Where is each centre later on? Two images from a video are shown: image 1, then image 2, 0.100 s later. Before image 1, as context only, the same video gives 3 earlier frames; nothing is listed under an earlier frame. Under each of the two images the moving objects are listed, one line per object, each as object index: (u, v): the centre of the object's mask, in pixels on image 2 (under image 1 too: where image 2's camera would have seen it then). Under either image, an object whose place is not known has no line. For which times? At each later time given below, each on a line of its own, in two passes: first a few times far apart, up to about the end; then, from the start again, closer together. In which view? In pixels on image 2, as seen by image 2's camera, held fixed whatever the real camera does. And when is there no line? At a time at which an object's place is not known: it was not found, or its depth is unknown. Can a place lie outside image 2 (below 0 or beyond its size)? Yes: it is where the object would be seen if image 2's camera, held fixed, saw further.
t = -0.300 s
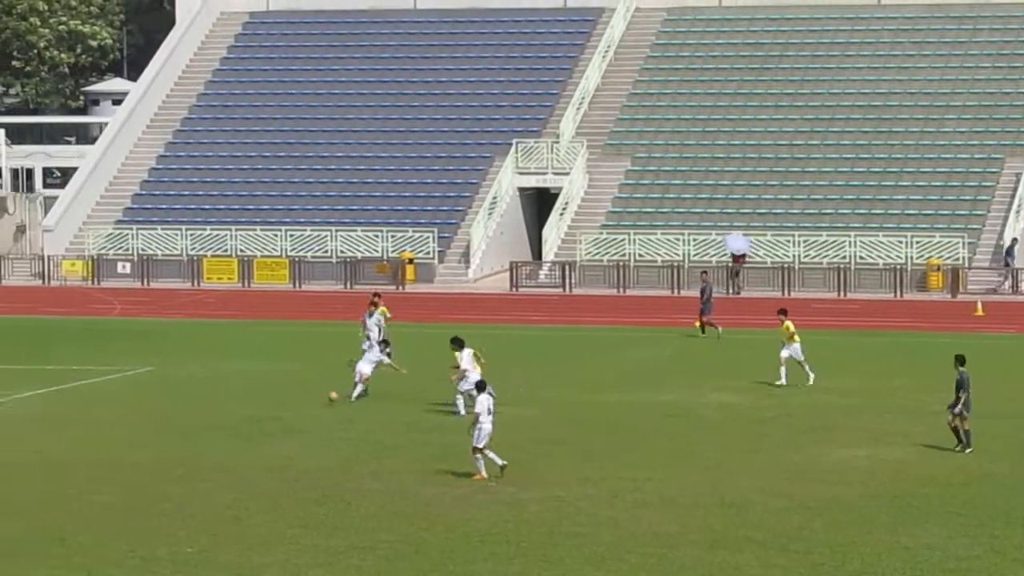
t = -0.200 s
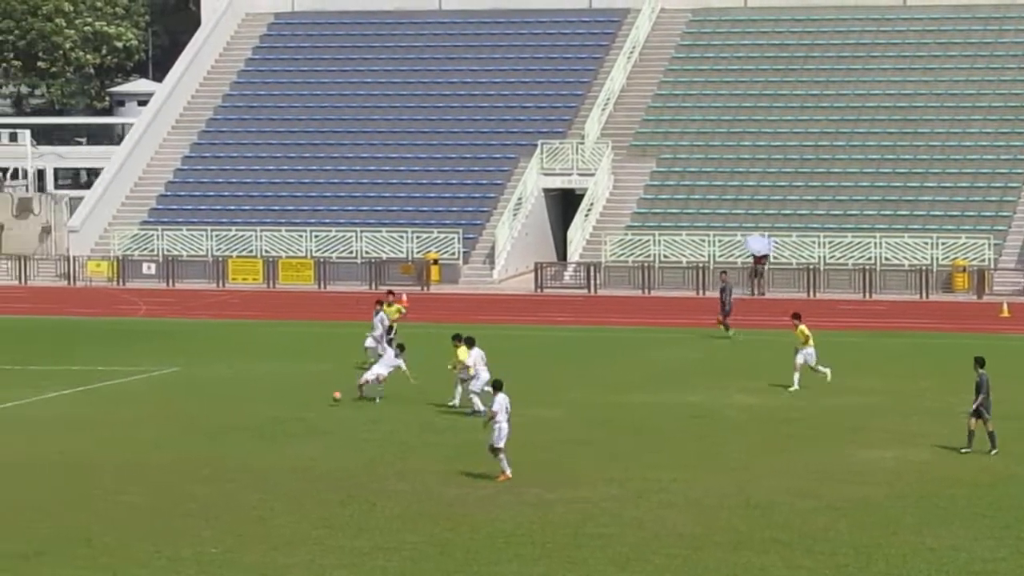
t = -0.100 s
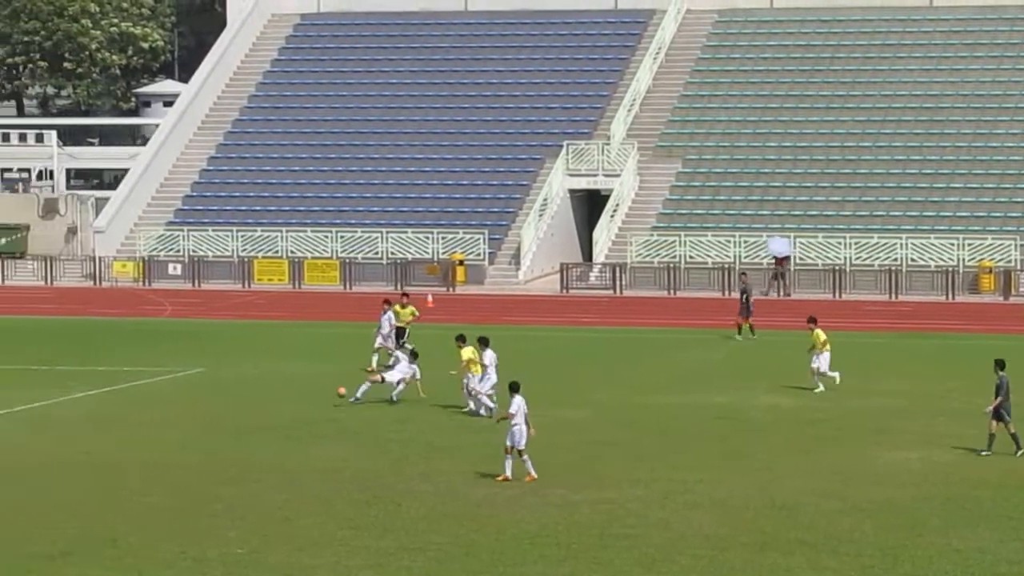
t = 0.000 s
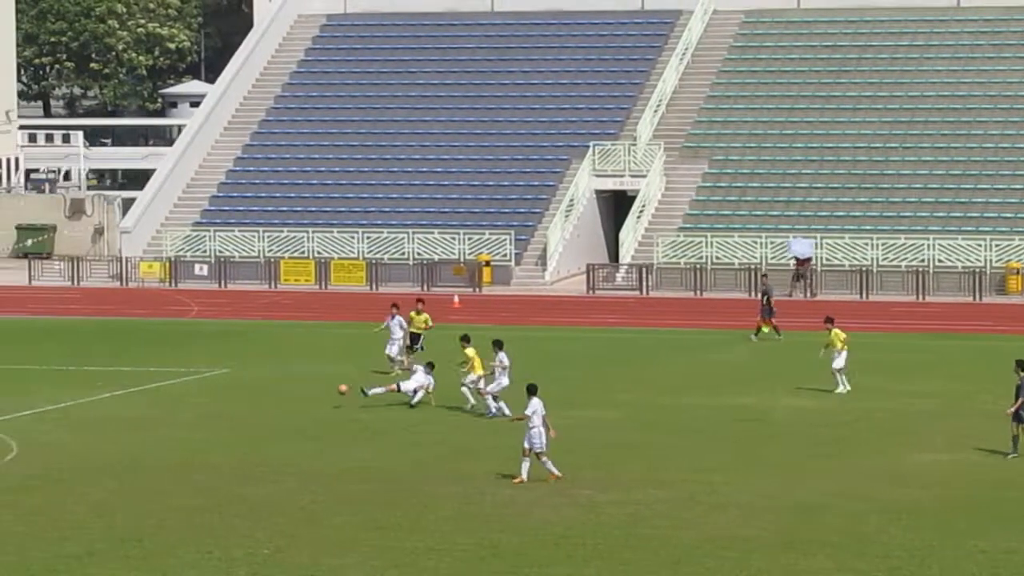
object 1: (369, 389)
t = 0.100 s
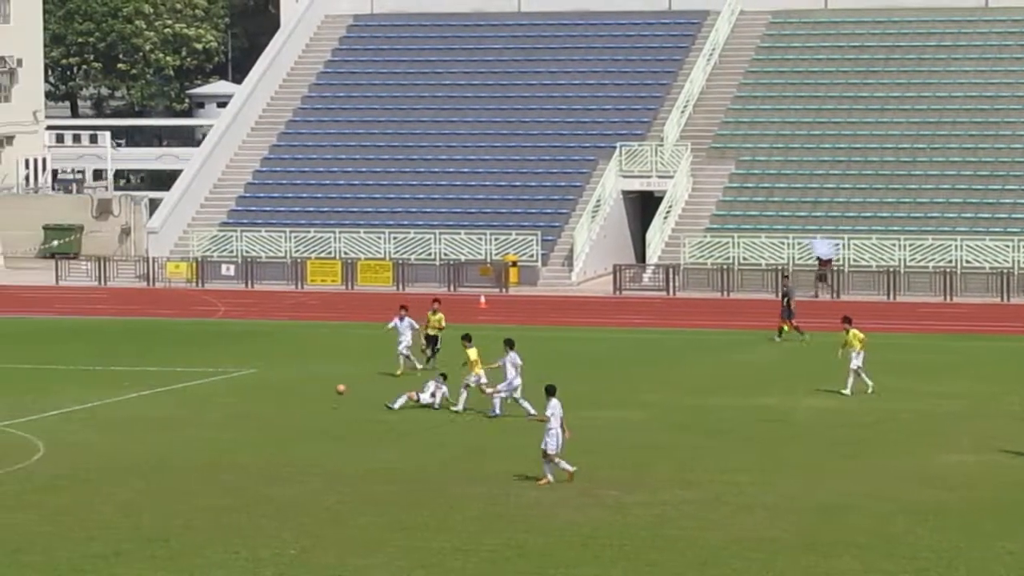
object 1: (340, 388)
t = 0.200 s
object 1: (312, 392)
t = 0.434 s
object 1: (249, 402)
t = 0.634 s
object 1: (194, 400)
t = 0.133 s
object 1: (331, 389)
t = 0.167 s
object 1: (321, 391)
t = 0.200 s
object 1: (312, 392)
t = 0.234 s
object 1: (302, 394)
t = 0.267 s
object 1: (293, 398)
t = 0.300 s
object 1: (284, 402)
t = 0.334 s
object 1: (276, 407)
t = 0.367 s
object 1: (267, 407)
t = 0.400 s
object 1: (259, 404)
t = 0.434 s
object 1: (249, 402)
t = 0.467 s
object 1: (240, 400)
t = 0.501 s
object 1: (231, 399)
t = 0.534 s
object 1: (221, 398)
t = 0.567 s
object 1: (213, 399)
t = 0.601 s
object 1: (203, 399)
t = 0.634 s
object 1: (194, 400)
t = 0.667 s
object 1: (185, 403)
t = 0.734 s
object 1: (168, 408)
